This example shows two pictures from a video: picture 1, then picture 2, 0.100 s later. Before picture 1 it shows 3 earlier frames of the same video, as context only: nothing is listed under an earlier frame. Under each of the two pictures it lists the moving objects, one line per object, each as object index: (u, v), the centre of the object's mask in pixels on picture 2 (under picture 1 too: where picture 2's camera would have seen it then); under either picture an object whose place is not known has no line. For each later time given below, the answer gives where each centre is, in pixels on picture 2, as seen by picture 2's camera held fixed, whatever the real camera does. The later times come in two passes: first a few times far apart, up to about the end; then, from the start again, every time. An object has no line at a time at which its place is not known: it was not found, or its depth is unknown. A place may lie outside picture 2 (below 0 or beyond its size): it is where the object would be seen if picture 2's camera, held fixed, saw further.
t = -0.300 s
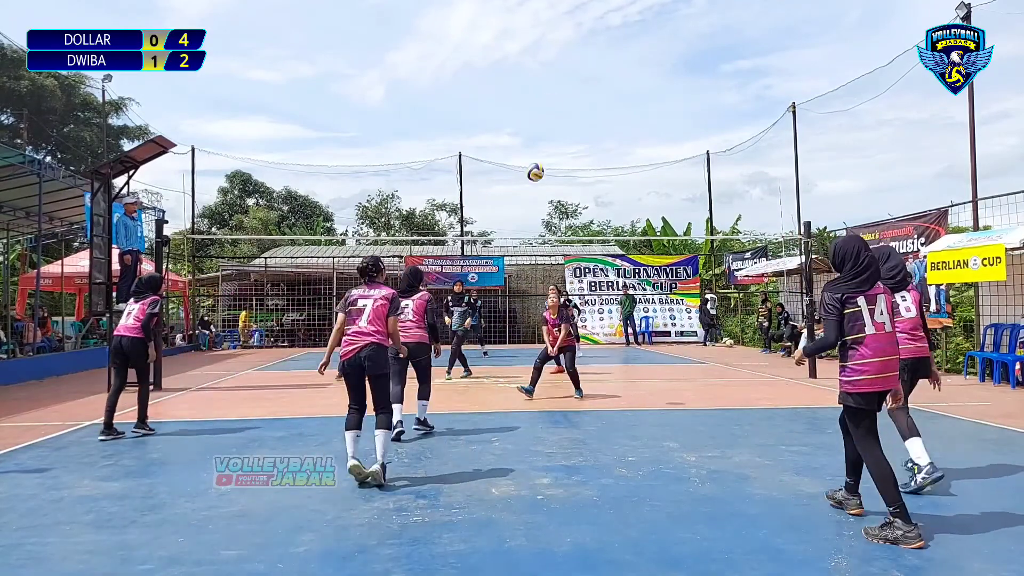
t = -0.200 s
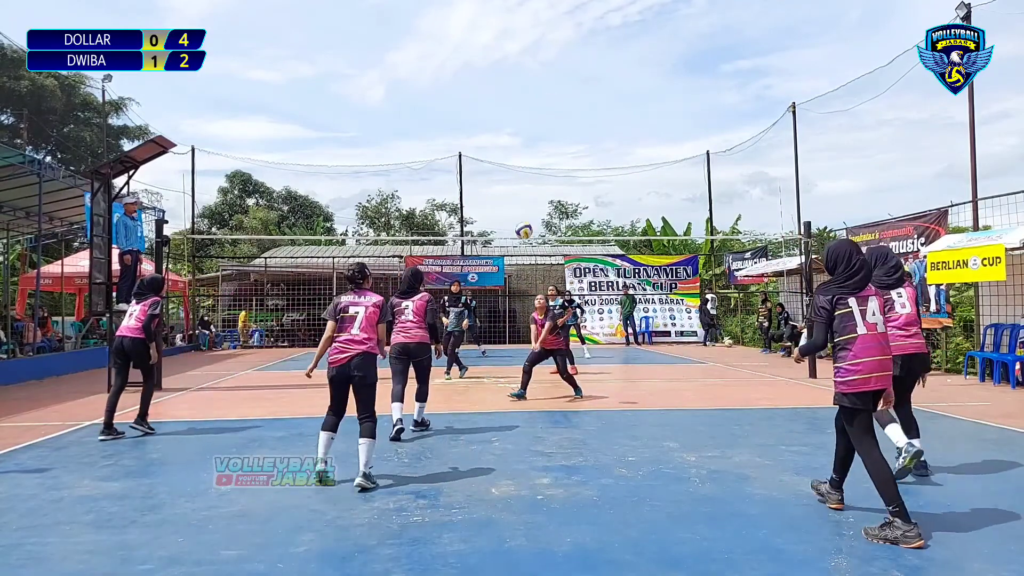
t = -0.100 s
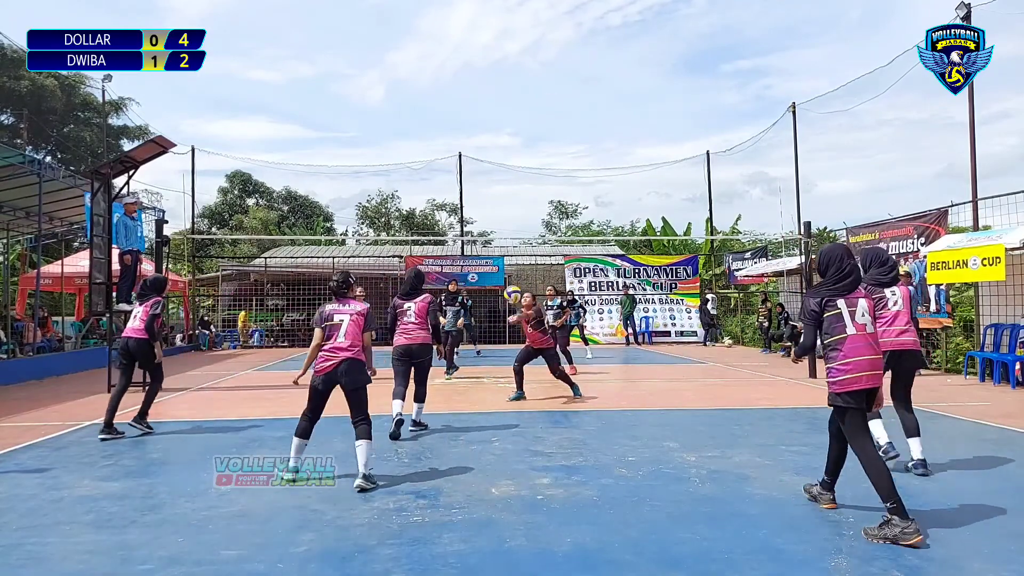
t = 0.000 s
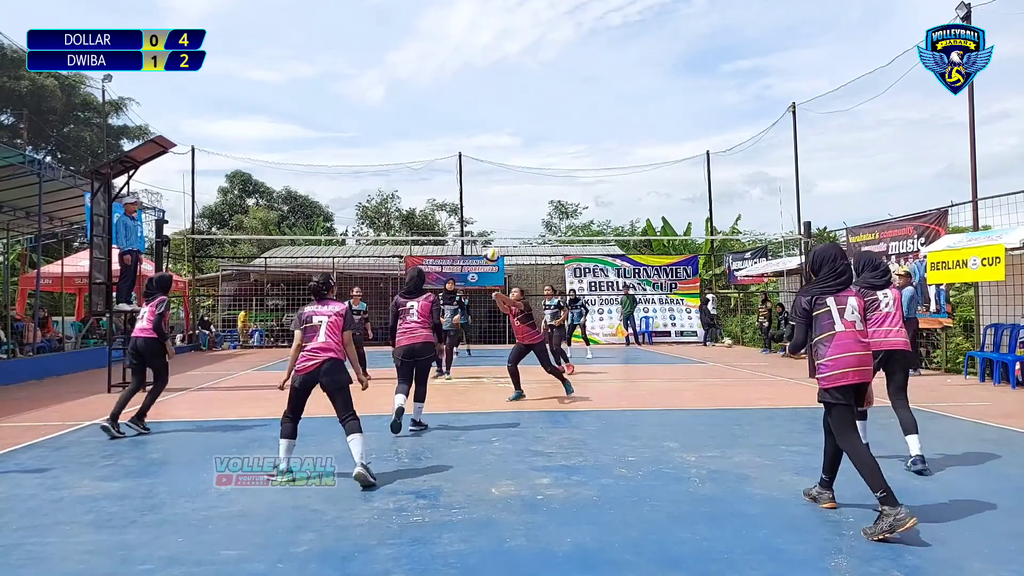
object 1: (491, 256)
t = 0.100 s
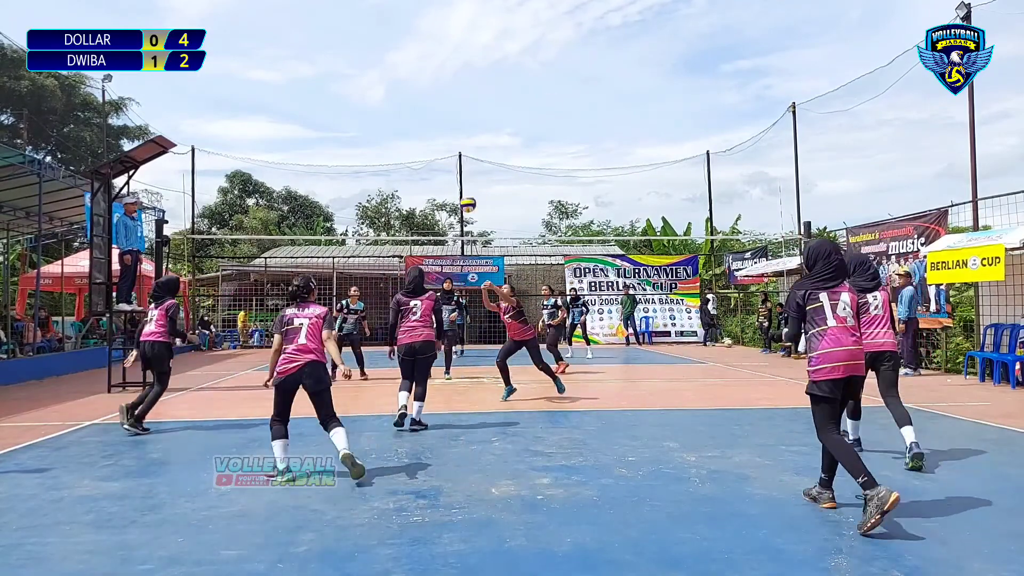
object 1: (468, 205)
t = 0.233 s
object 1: (437, 150)
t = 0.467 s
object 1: (385, 91)
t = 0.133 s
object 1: (460, 189)
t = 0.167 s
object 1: (452, 176)
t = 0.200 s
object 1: (444, 162)
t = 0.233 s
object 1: (437, 150)
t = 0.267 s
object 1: (430, 138)
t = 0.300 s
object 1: (422, 129)
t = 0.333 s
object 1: (414, 119)
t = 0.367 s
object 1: (407, 111)
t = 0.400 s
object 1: (399, 103)
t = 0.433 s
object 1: (392, 96)
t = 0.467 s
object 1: (385, 91)
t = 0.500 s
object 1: (377, 86)
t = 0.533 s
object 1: (370, 82)
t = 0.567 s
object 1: (364, 78)
